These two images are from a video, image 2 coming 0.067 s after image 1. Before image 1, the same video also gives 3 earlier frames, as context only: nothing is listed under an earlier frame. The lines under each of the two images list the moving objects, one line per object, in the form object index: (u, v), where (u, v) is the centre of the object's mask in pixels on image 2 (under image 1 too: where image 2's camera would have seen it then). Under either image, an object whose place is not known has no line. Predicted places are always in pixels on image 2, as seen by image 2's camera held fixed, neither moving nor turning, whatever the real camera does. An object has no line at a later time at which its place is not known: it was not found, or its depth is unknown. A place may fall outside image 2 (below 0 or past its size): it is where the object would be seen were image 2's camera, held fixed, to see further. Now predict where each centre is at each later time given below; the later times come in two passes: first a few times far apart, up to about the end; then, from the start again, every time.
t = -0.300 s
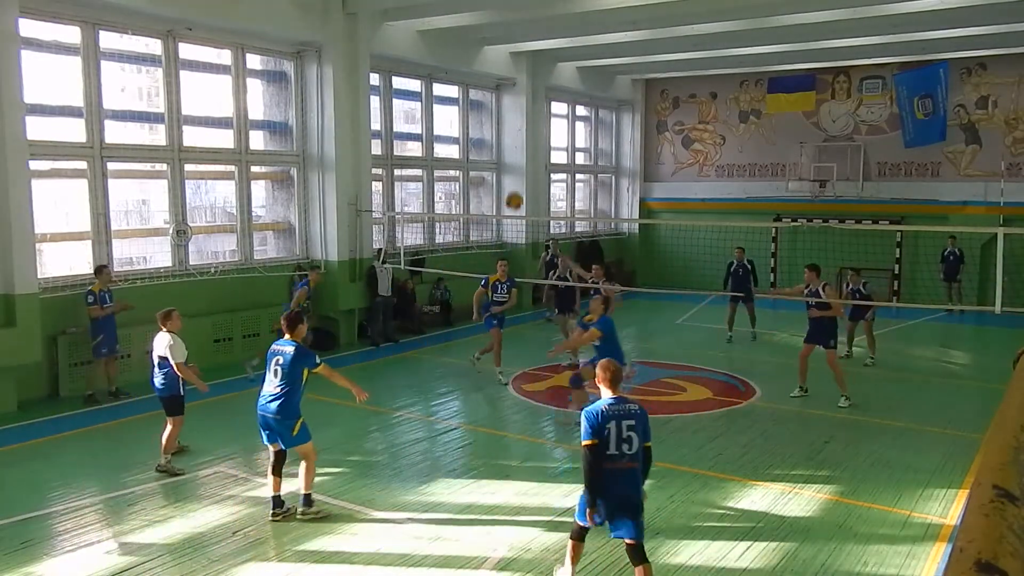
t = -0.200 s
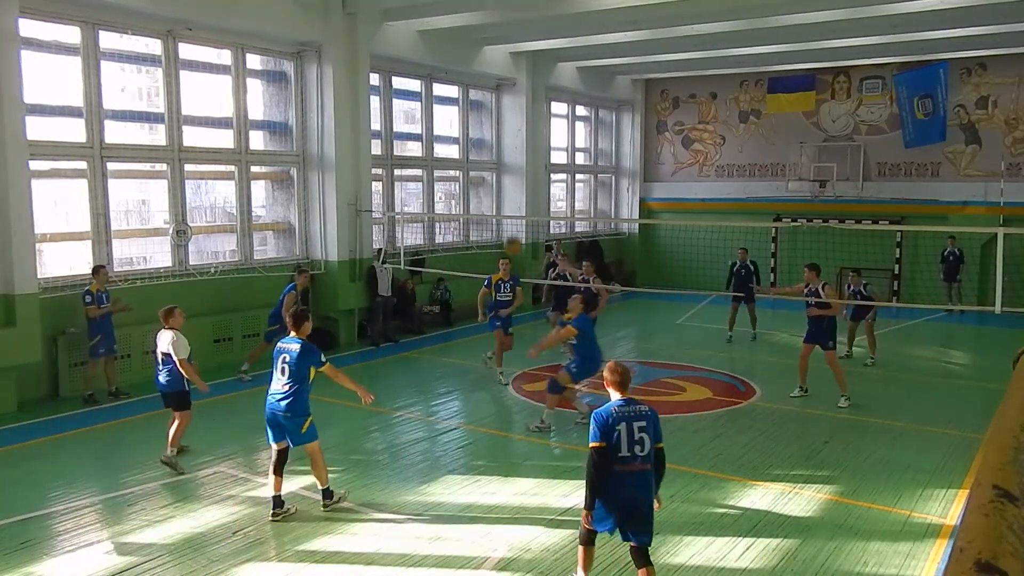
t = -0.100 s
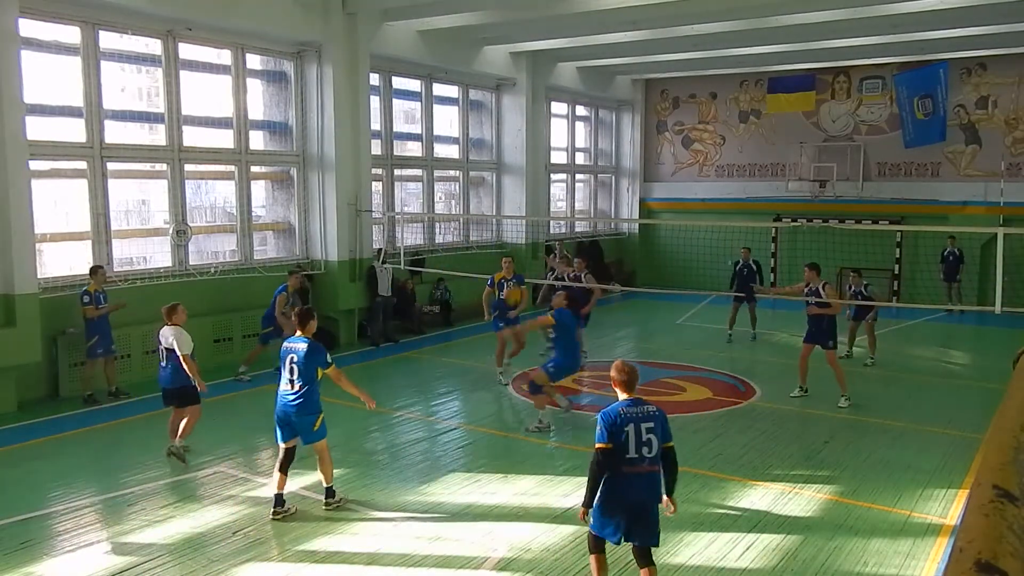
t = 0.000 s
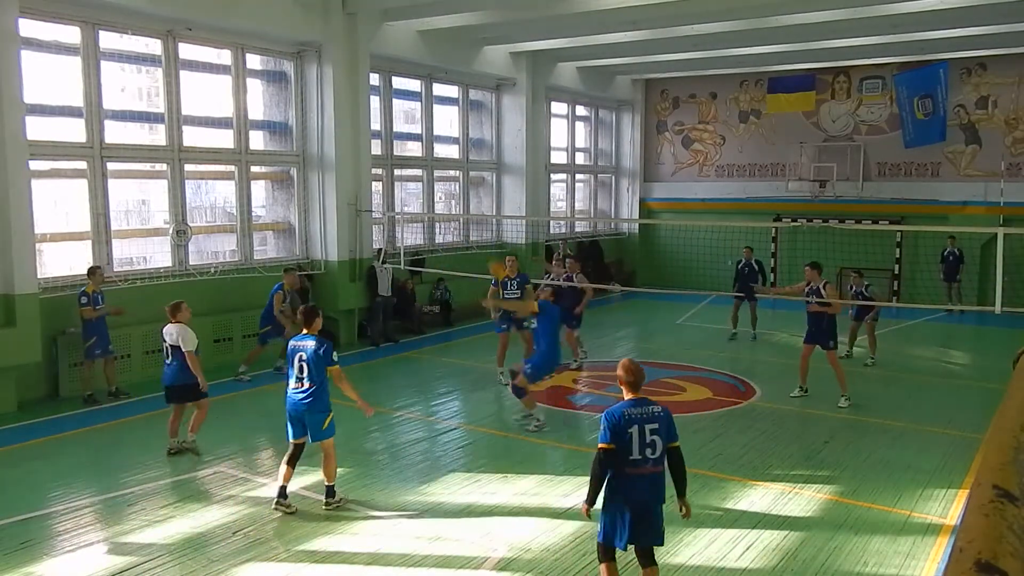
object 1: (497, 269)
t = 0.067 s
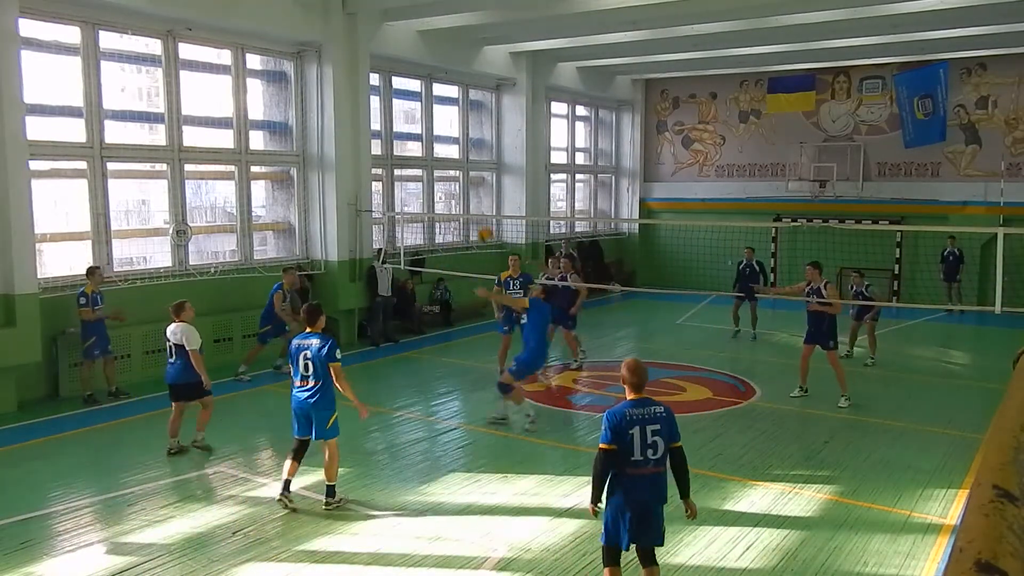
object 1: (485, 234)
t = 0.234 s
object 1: (453, 165)
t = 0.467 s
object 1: (414, 110)
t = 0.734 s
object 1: (376, 102)
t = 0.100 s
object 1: (479, 219)
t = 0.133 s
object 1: (473, 203)
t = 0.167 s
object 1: (466, 190)
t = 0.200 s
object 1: (460, 177)
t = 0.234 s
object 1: (453, 165)
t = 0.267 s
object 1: (447, 154)
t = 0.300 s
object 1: (442, 144)
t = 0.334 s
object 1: (437, 136)
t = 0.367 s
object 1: (430, 128)
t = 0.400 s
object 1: (425, 120)
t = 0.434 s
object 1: (420, 115)
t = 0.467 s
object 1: (414, 110)
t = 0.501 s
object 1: (409, 106)
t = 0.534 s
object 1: (404, 103)
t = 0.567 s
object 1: (399, 101)
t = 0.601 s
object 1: (394, 100)
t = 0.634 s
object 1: (390, 99)
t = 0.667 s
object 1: (385, 99)
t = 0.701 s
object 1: (381, 100)
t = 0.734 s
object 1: (376, 102)
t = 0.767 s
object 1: (372, 105)
